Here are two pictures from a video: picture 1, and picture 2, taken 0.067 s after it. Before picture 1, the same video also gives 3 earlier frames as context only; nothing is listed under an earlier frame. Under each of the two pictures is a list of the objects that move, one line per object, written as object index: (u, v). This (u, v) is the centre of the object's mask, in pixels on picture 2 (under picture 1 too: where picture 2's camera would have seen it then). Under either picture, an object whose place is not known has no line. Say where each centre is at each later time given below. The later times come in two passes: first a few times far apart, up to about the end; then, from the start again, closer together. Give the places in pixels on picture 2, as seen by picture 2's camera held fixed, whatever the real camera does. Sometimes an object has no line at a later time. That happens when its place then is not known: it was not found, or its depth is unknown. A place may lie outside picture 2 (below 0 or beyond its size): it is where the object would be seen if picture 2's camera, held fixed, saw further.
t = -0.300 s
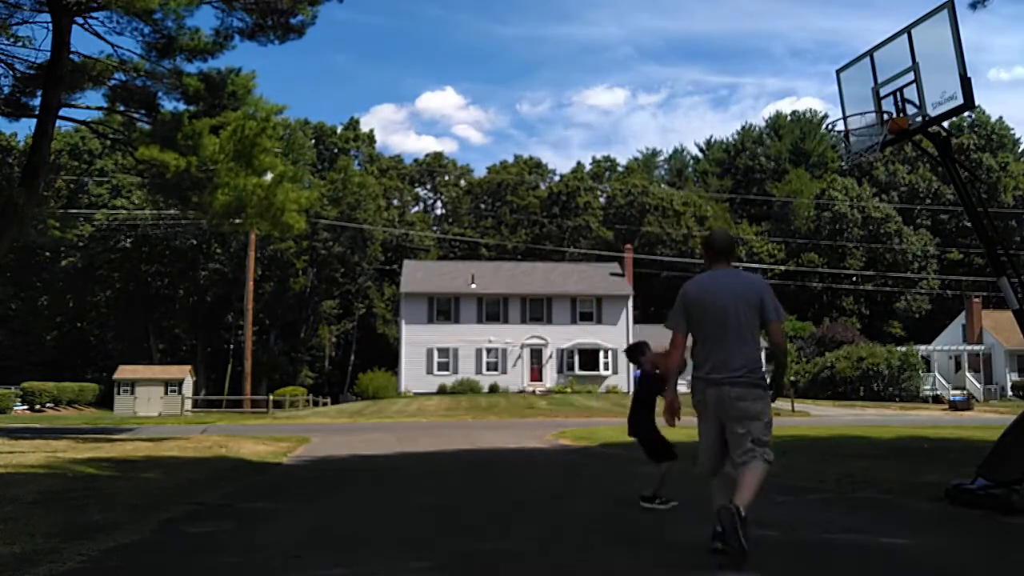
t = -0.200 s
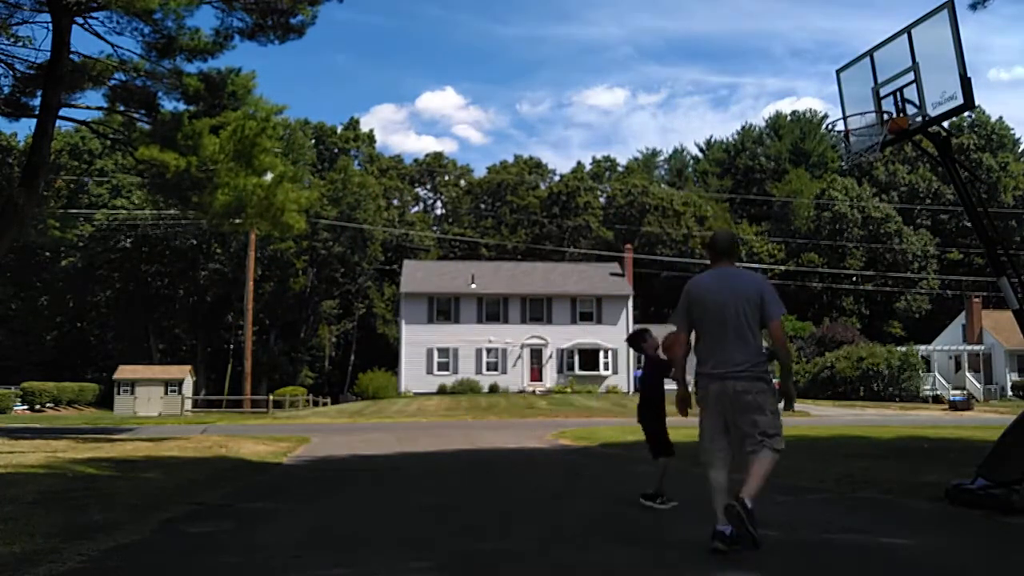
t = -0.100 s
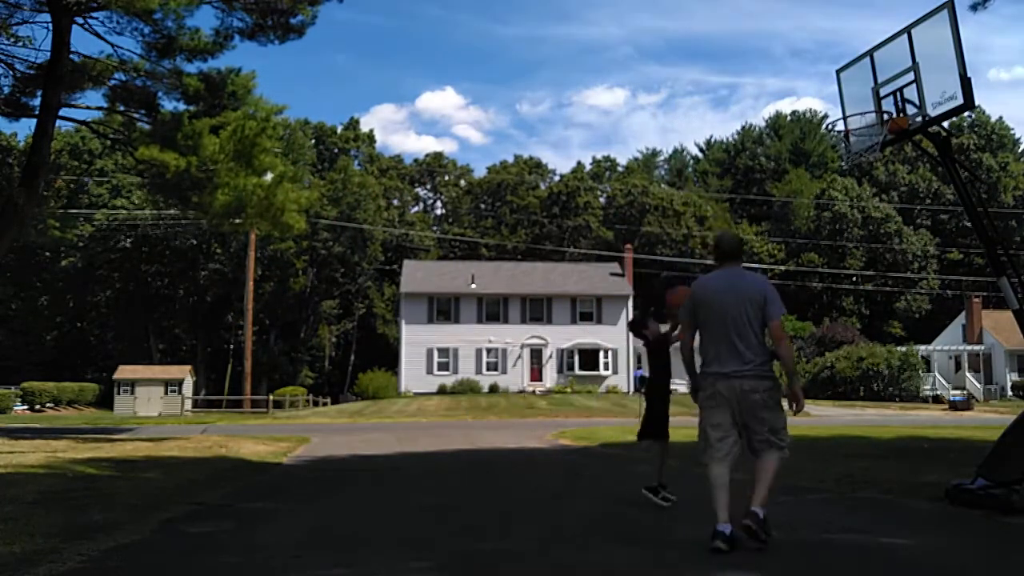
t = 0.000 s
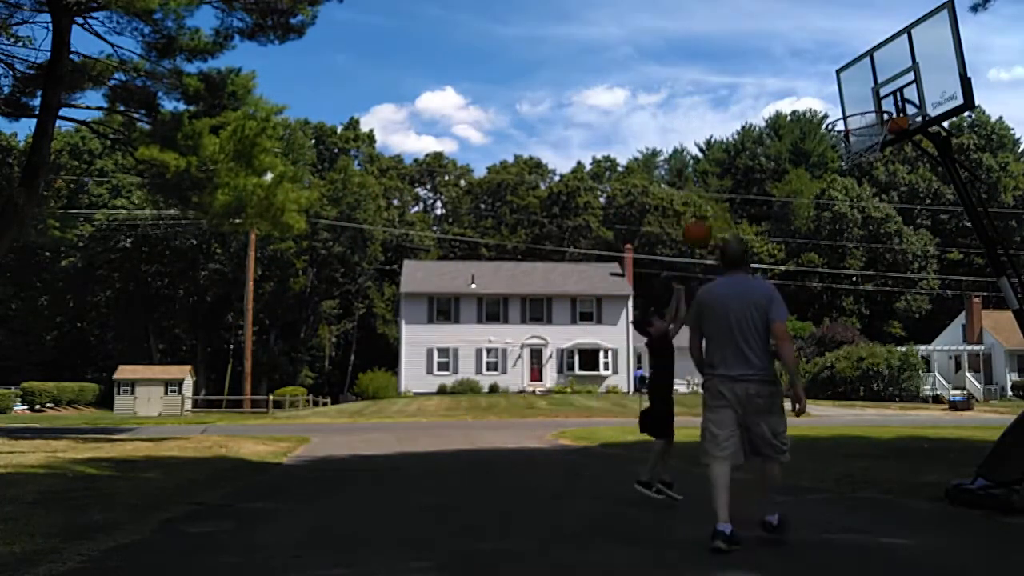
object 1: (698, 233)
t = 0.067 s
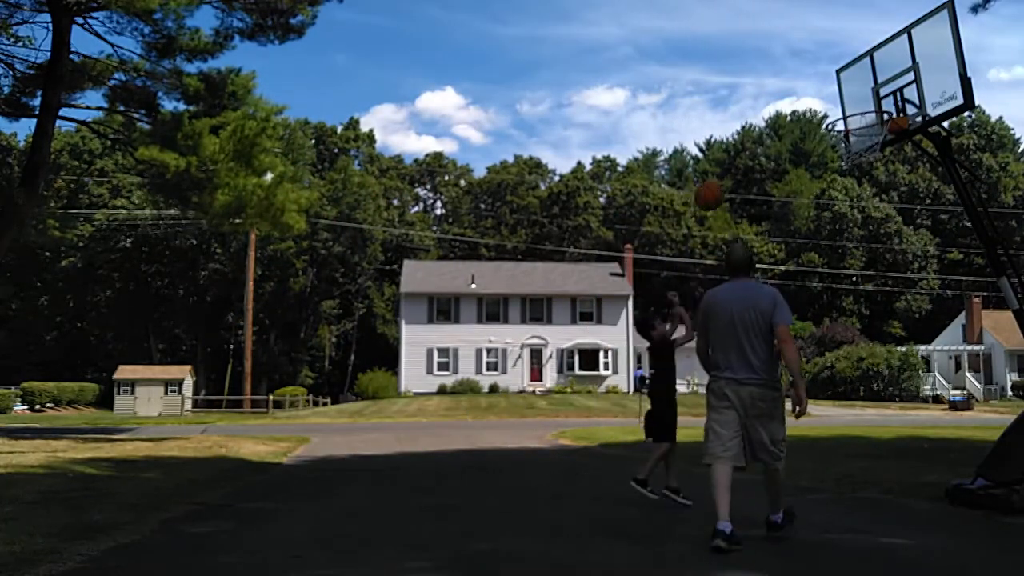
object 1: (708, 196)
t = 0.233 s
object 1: (741, 121)
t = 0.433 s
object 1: (781, 73)
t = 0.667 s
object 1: (832, 77)
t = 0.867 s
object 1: (860, 90)
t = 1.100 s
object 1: (872, 95)
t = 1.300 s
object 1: (880, 120)
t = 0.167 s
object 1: (728, 147)
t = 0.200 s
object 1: (734, 134)
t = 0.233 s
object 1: (741, 121)
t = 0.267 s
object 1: (747, 110)
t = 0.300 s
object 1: (754, 100)
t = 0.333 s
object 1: (760, 91)
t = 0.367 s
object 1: (767, 84)
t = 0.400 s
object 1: (774, 78)
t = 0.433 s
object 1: (781, 73)
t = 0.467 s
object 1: (788, 69)
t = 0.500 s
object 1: (795, 67)
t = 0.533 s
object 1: (802, 67)
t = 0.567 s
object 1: (810, 67)
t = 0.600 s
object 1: (817, 69)
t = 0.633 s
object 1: (824, 73)
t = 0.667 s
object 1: (832, 77)
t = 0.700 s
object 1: (840, 84)
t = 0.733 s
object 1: (848, 91)
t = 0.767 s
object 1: (855, 99)
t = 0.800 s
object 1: (857, 97)
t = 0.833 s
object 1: (859, 93)
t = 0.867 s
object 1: (860, 90)
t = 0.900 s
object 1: (861, 89)
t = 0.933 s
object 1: (863, 89)
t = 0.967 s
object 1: (865, 90)
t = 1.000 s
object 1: (867, 93)
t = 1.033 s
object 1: (869, 95)
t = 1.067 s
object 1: (870, 96)
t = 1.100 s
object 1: (872, 95)
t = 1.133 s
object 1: (873, 96)
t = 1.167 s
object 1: (875, 97)
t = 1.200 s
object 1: (876, 101)
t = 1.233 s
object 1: (878, 106)
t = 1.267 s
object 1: (880, 112)
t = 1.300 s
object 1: (880, 120)
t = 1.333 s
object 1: (882, 129)
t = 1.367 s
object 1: (886, 139)
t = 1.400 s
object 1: (886, 152)
